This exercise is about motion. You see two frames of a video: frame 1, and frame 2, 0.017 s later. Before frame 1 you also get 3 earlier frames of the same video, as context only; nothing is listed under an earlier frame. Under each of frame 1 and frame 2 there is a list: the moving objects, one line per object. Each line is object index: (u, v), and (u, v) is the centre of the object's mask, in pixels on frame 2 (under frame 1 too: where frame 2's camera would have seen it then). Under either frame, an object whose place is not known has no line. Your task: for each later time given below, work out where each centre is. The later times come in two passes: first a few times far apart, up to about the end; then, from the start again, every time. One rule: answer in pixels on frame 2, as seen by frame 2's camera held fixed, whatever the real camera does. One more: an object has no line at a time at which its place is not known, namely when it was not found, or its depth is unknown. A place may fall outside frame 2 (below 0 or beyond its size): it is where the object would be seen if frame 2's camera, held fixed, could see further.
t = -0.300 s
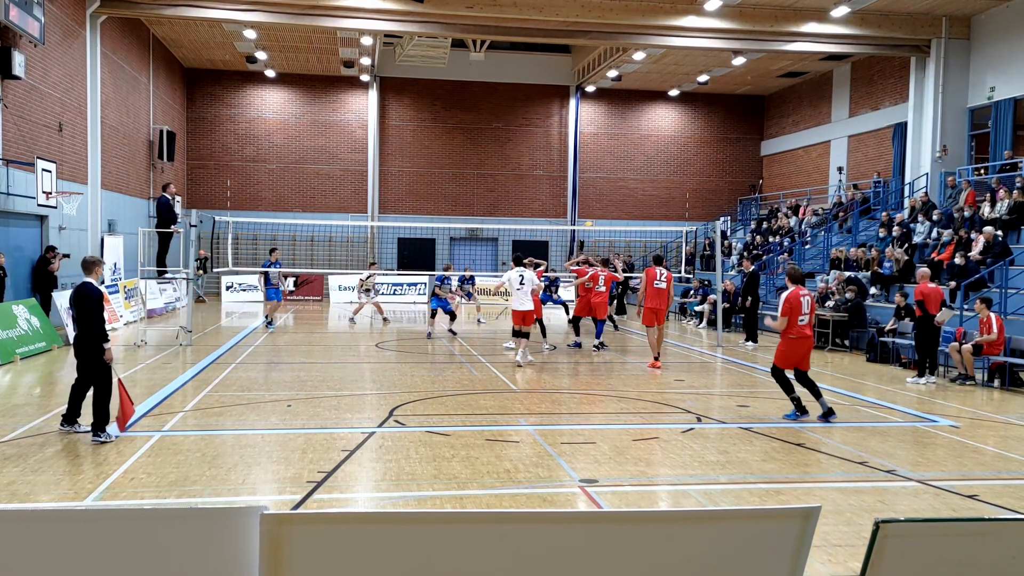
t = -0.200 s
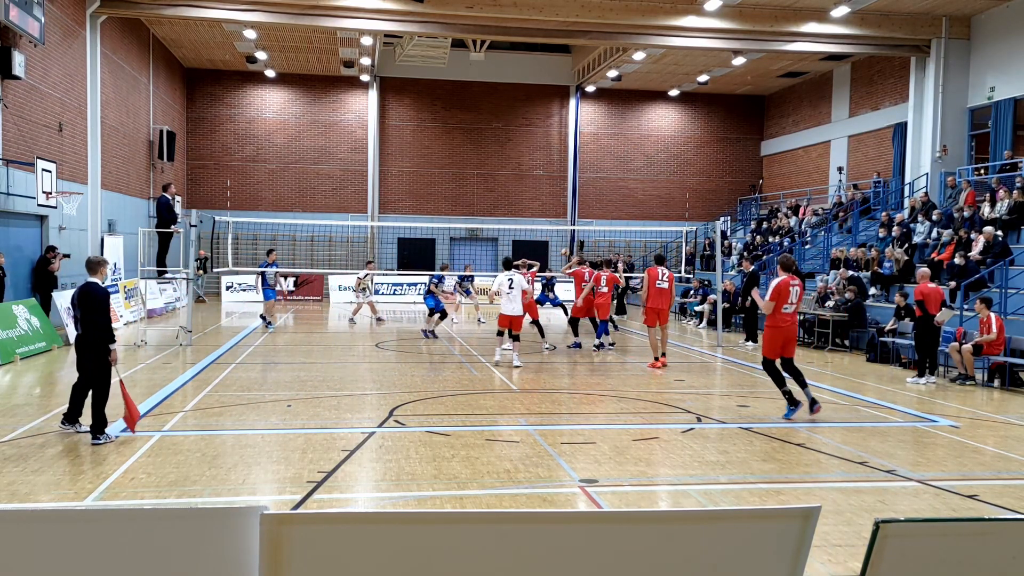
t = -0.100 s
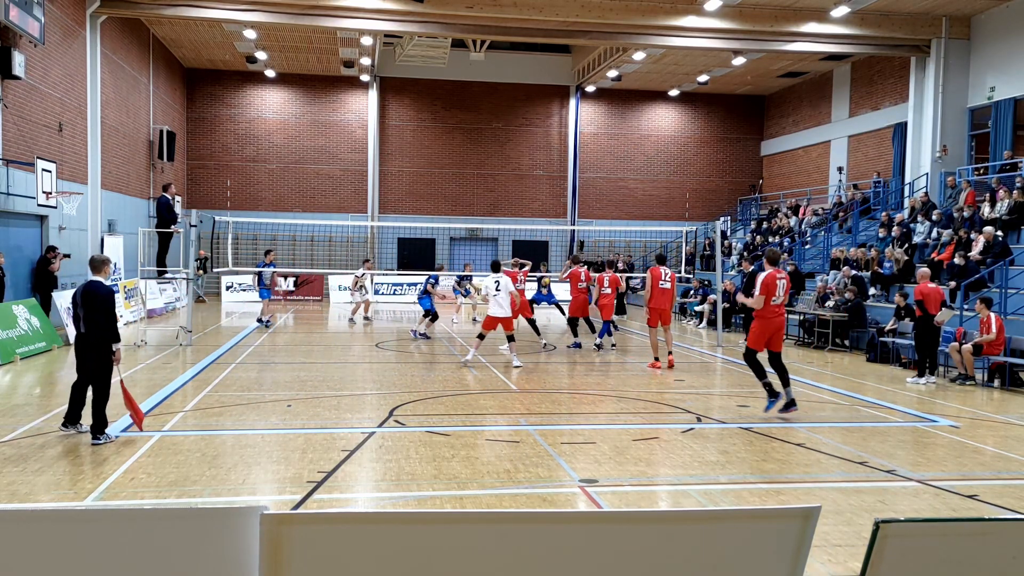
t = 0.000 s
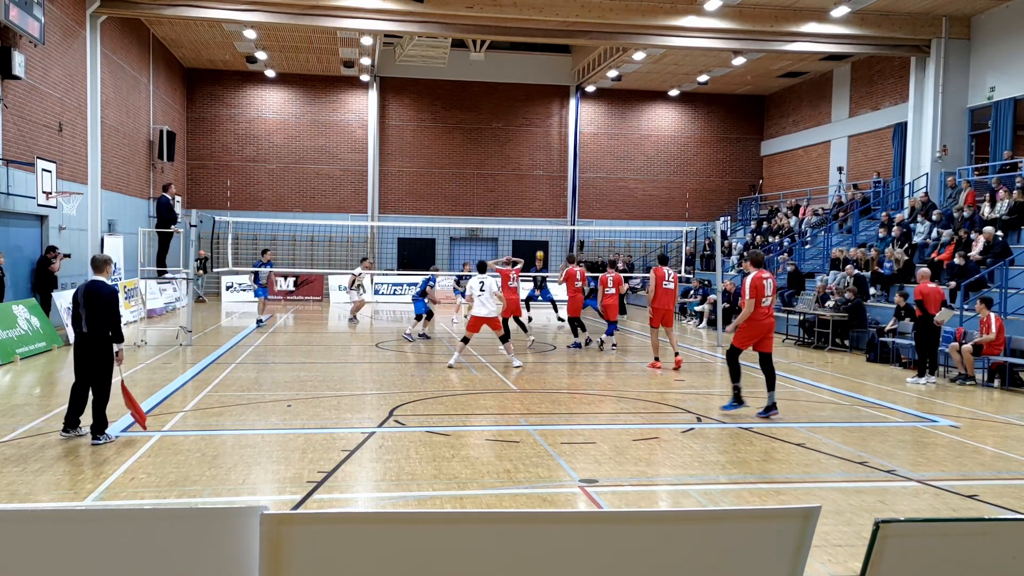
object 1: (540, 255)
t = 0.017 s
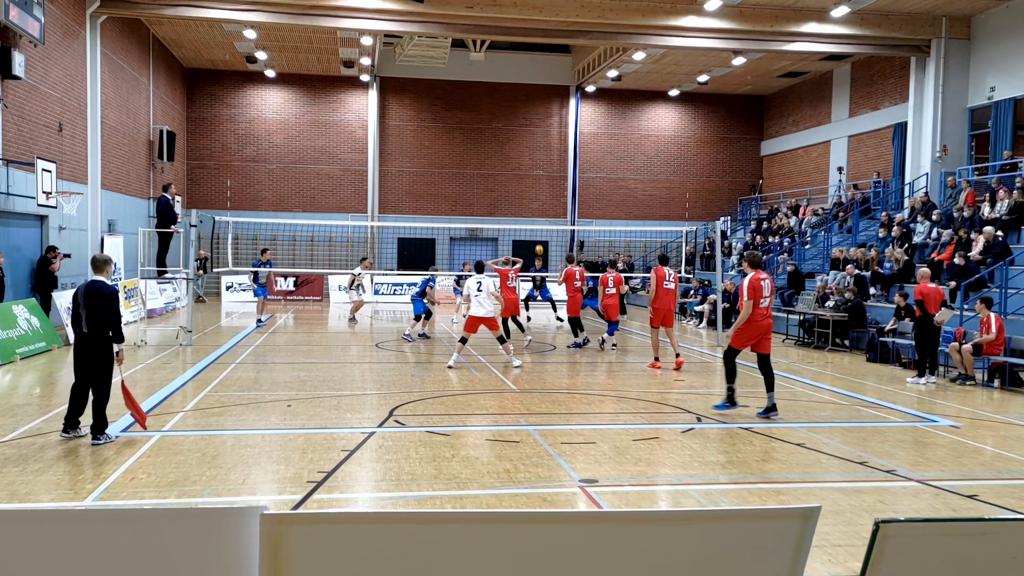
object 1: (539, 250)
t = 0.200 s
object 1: (531, 196)
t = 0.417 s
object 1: (521, 147)
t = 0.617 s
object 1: (512, 116)
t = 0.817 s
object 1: (502, 100)
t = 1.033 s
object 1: (491, 101)
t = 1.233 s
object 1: (479, 120)
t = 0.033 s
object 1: (538, 245)
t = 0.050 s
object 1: (538, 240)
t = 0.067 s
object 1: (537, 234)
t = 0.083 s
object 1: (535, 230)
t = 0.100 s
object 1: (535, 222)
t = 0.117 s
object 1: (535, 219)
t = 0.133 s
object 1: (534, 214)
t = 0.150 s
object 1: (533, 209)
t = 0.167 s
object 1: (533, 205)
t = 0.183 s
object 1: (532, 201)
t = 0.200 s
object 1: (531, 196)
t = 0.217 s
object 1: (530, 192)
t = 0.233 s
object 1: (529, 187)
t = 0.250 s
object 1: (529, 183)
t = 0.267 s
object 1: (528, 179)
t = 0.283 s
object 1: (527, 175)
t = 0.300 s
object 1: (527, 171)
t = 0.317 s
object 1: (526, 167)
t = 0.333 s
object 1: (525, 164)
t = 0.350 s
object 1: (524, 160)
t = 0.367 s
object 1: (523, 157)
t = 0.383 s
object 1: (523, 153)
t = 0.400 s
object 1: (522, 150)
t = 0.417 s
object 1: (521, 147)
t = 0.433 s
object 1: (521, 144)
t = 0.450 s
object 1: (520, 140)
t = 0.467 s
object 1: (519, 138)
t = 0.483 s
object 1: (518, 135)
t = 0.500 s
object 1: (517, 132)
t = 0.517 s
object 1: (517, 130)
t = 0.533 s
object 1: (516, 127)
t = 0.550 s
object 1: (515, 124)
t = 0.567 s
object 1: (514, 122)
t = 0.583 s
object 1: (514, 120)
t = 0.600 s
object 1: (513, 118)
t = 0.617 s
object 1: (512, 116)
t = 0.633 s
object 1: (511, 114)
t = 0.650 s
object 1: (510, 112)
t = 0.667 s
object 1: (510, 111)
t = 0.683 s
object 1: (509, 109)
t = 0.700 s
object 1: (508, 107)
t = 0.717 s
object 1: (507, 106)
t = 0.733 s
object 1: (506, 105)
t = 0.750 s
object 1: (506, 104)
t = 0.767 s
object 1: (505, 103)
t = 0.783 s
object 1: (504, 102)
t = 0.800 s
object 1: (503, 101)
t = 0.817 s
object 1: (502, 100)
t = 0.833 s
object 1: (501, 99)
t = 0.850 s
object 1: (500, 99)
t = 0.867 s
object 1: (499, 98)
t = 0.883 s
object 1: (499, 98)
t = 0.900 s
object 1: (498, 98)
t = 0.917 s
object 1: (497, 98)
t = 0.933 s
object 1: (496, 98)
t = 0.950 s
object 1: (495, 98)
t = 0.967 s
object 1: (494, 99)
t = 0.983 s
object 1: (493, 99)
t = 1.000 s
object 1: (492, 100)
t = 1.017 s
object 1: (491, 100)
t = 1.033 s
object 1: (491, 101)
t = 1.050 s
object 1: (490, 102)
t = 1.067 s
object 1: (489, 103)
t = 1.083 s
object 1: (488, 104)
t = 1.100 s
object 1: (487, 106)
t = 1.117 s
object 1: (486, 107)
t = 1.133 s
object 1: (485, 108)
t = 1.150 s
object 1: (484, 110)
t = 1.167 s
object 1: (483, 112)
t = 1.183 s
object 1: (482, 114)
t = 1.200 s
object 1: (481, 115)
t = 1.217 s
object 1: (480, 118)
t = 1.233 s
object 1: (479, 120)
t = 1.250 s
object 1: (478, 122)
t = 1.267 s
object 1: (477, 125)
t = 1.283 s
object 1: (476, 127)
